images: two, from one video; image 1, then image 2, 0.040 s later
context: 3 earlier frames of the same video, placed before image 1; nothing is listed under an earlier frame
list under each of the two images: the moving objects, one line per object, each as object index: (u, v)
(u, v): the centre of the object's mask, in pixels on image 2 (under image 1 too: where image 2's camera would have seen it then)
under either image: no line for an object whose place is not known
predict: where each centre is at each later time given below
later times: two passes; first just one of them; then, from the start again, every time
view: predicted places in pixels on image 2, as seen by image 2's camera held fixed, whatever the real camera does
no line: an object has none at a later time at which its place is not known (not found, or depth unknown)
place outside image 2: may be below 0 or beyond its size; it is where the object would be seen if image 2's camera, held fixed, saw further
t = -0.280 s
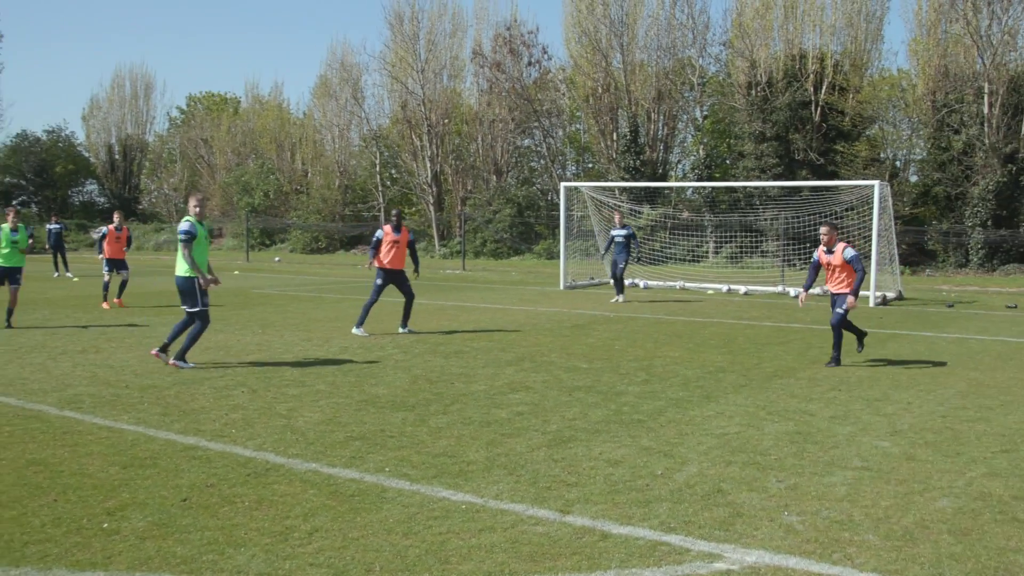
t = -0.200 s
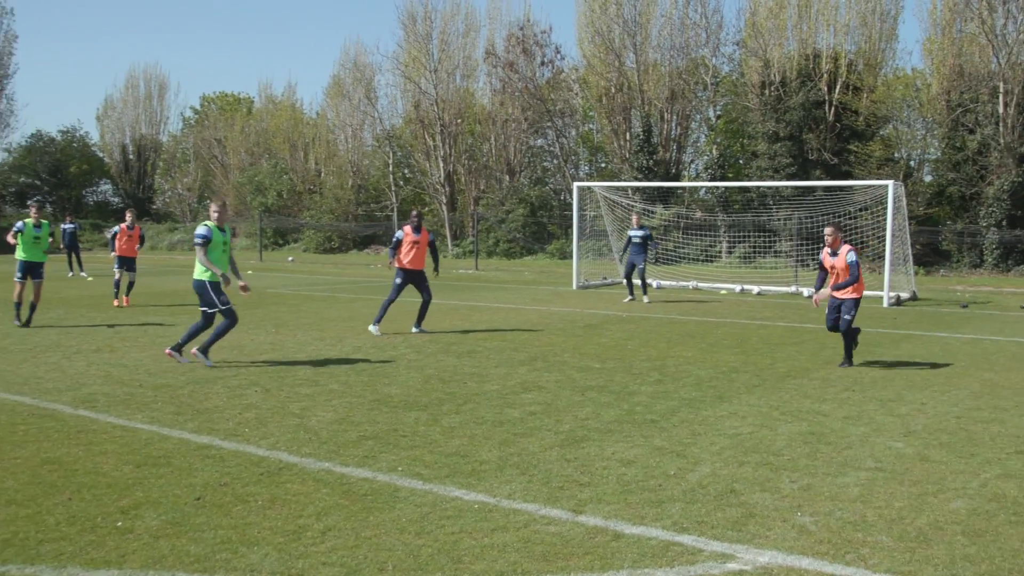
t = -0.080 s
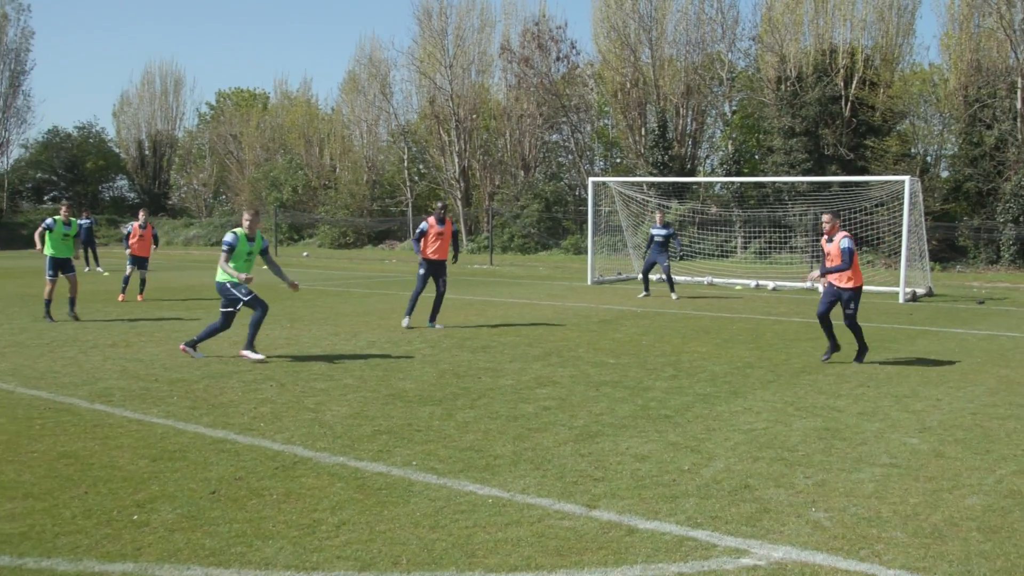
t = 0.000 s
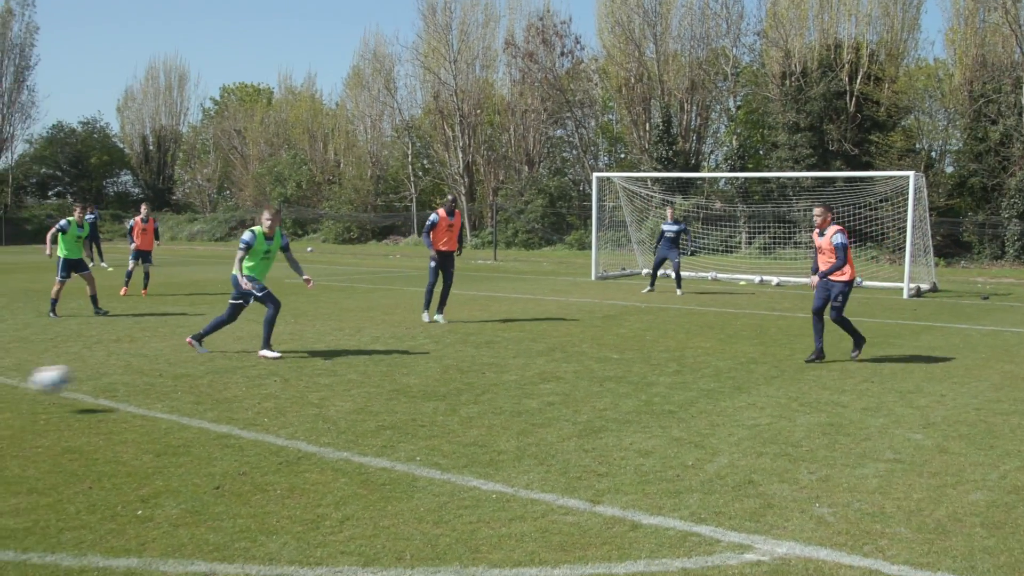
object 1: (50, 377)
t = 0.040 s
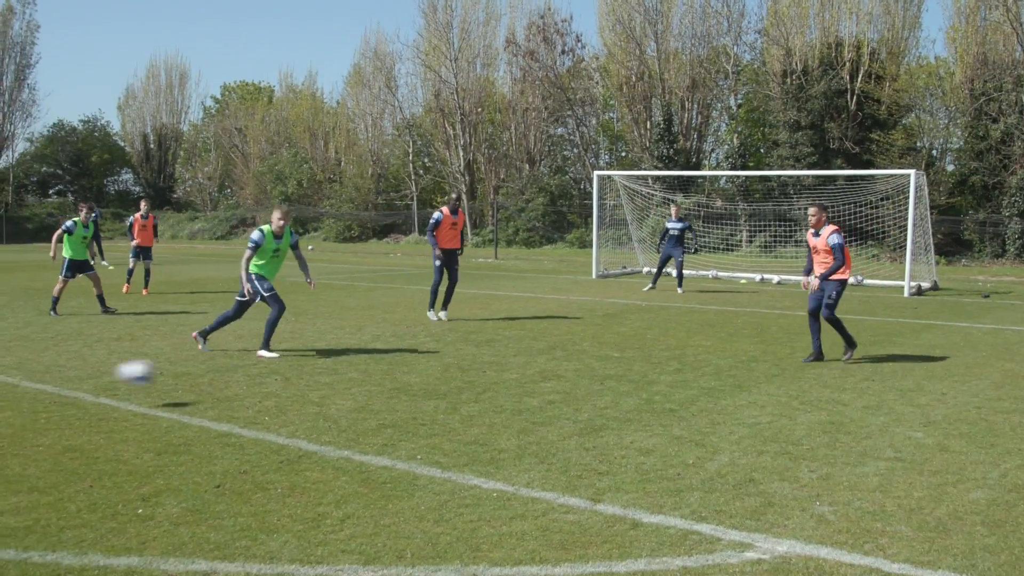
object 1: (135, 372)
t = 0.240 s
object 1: (482, 367)
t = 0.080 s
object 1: (215, 371)
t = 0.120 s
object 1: (291, 371)
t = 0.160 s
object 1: (364, 373)
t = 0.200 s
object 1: (430, 377)
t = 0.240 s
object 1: (482, 367)
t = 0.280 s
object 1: (531, 360)
